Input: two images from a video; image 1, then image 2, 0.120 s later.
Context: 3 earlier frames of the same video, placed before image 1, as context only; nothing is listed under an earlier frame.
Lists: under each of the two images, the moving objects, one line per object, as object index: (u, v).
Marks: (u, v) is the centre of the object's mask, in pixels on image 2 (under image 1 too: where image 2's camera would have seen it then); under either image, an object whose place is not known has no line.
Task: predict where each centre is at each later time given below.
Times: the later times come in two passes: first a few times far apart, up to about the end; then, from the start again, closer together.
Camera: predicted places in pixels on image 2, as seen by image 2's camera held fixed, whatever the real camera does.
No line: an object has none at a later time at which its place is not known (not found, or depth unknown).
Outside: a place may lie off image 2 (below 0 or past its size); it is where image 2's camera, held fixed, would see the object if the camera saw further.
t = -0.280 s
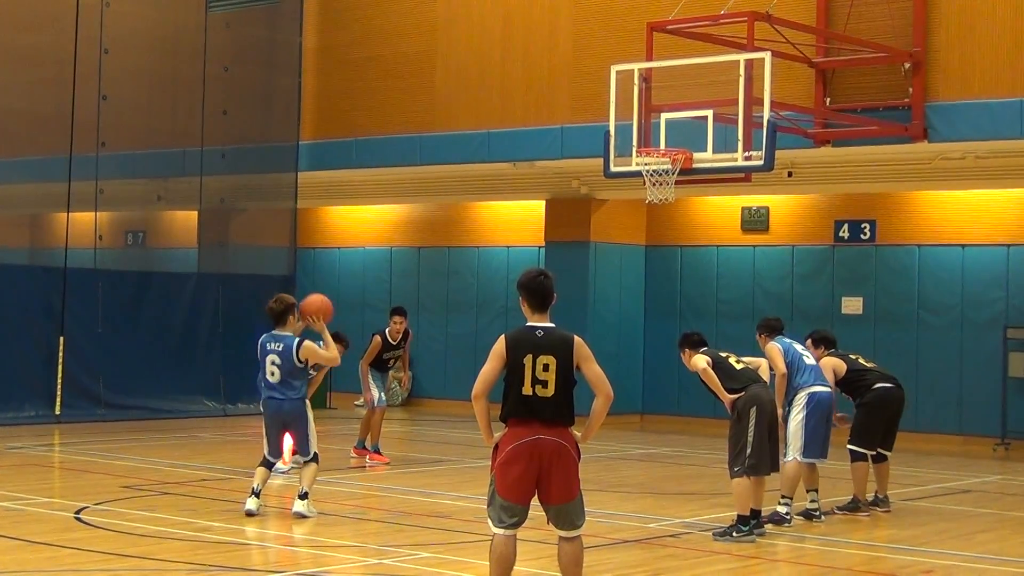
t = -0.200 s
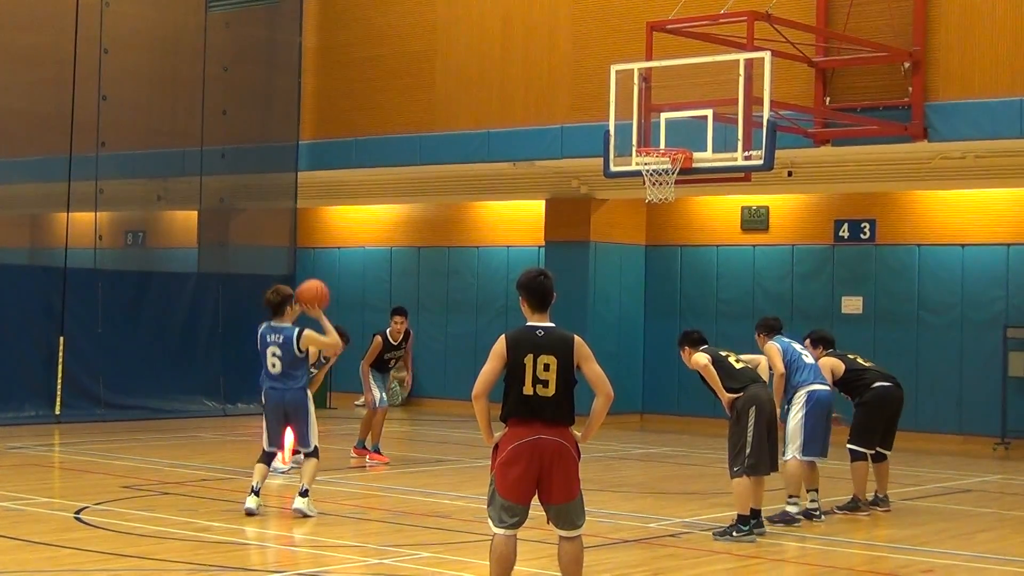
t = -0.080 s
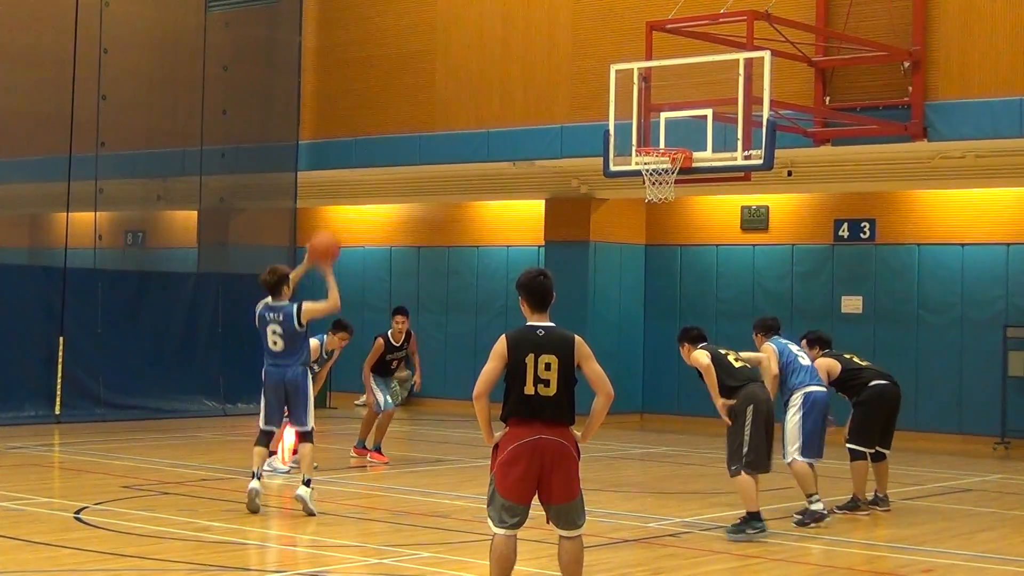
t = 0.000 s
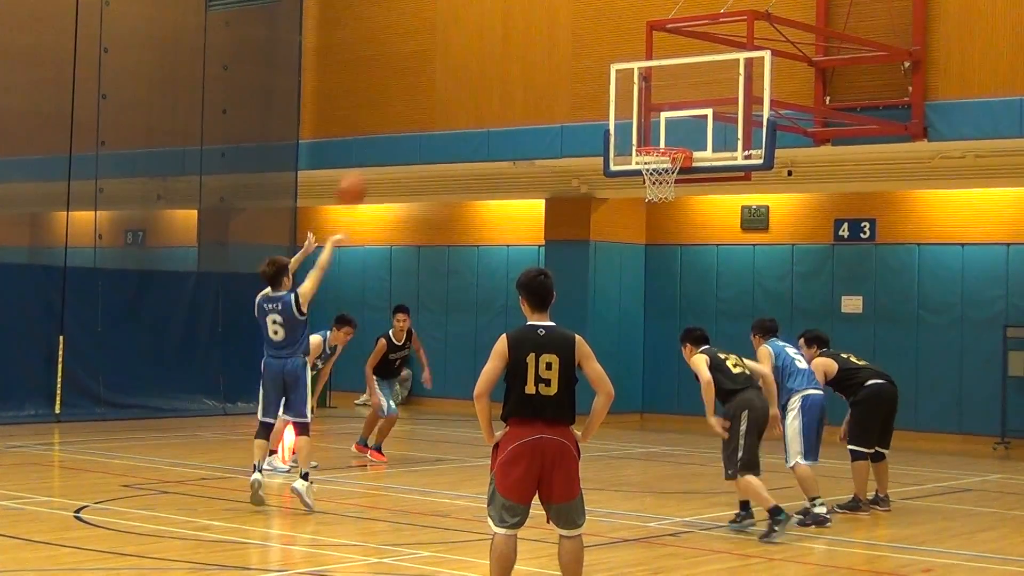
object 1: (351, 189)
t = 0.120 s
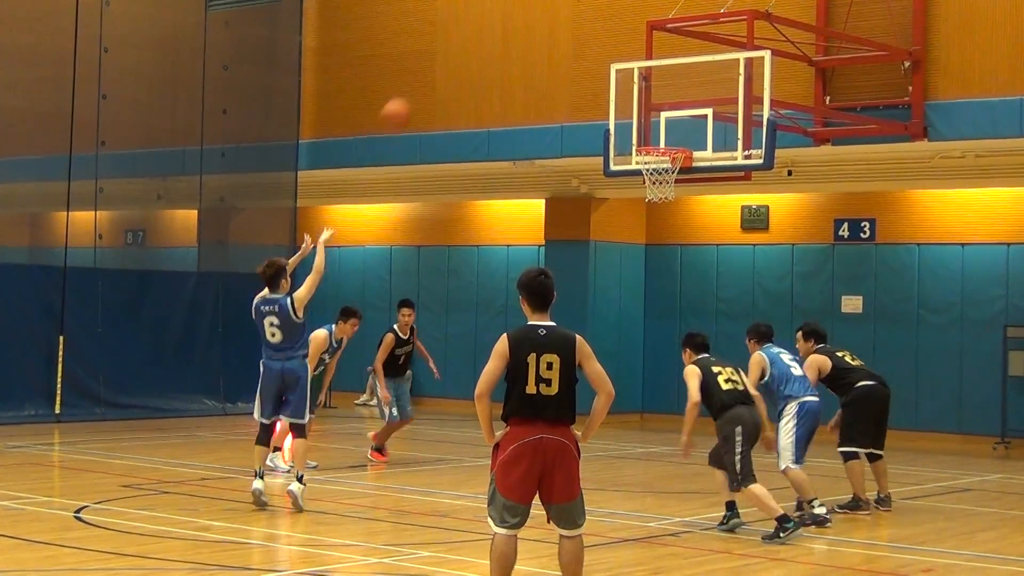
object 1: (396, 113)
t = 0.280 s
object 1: (452, 49)
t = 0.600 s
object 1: (549, 12)
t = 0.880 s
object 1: (623, 71)
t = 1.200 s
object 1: (656, 117)
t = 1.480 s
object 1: (618, 90)
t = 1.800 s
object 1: (573, 154)
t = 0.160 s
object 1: (411, 94)
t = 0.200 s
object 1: (424, 77)
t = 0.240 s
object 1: (439, 62)
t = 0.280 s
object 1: (452, 49)
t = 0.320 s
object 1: (464, 38)
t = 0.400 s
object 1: (491, 21)
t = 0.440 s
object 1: (503, 16)
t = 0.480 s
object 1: (515, 12)
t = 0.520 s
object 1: (526, 11)
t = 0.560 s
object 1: (538, 11)
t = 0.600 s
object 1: (549, 12)
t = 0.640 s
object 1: (560, 16)
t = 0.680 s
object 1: (571, 21)
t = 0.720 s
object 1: (582, 28)
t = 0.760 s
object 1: (592, 36)
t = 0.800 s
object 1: (602, 45)
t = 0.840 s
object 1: (612, 57)
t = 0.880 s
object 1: (623, 71)
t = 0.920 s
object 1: (632, 85)
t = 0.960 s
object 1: (642, 102)
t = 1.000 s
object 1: (651, 118)
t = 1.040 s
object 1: (660, 137)
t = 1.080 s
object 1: (665, 140)
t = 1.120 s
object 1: (667, 139)
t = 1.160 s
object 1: (661, 129)
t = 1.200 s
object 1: (656, 117)
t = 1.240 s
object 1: (650, 108)
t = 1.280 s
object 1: (646, 102)
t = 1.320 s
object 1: (639, 96)
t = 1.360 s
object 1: (634, 92)
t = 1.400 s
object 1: (628, 90)
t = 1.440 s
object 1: (623, 89)
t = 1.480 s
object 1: (618, 90)
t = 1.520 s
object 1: (612, 93)
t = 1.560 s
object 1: (607, 96)
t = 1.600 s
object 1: (601, 102)
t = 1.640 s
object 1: (595, 109)
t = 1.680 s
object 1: (589, 118)
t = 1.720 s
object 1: (584, 128)
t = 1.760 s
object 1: (578, 141)
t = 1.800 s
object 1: (573, 154)
